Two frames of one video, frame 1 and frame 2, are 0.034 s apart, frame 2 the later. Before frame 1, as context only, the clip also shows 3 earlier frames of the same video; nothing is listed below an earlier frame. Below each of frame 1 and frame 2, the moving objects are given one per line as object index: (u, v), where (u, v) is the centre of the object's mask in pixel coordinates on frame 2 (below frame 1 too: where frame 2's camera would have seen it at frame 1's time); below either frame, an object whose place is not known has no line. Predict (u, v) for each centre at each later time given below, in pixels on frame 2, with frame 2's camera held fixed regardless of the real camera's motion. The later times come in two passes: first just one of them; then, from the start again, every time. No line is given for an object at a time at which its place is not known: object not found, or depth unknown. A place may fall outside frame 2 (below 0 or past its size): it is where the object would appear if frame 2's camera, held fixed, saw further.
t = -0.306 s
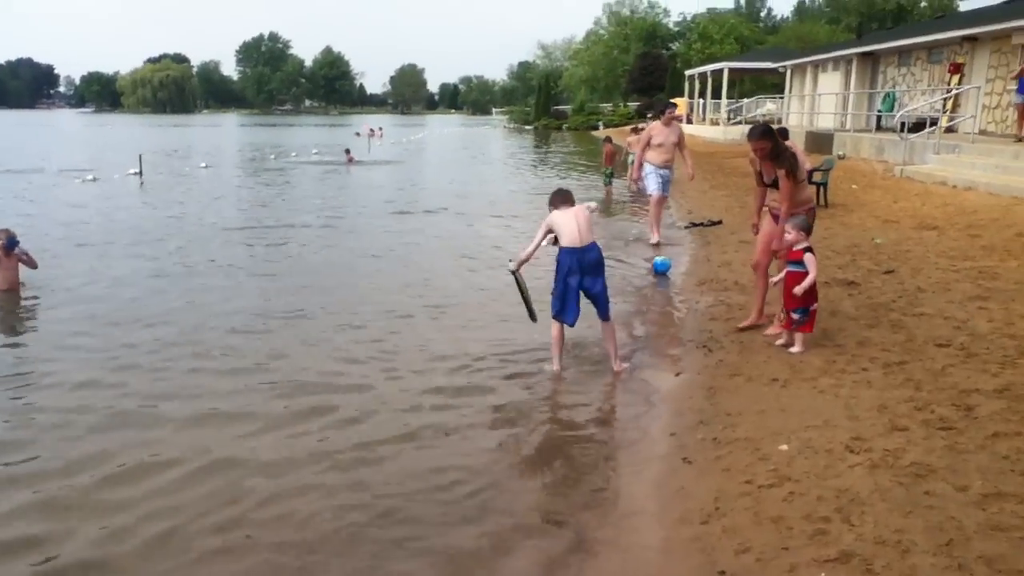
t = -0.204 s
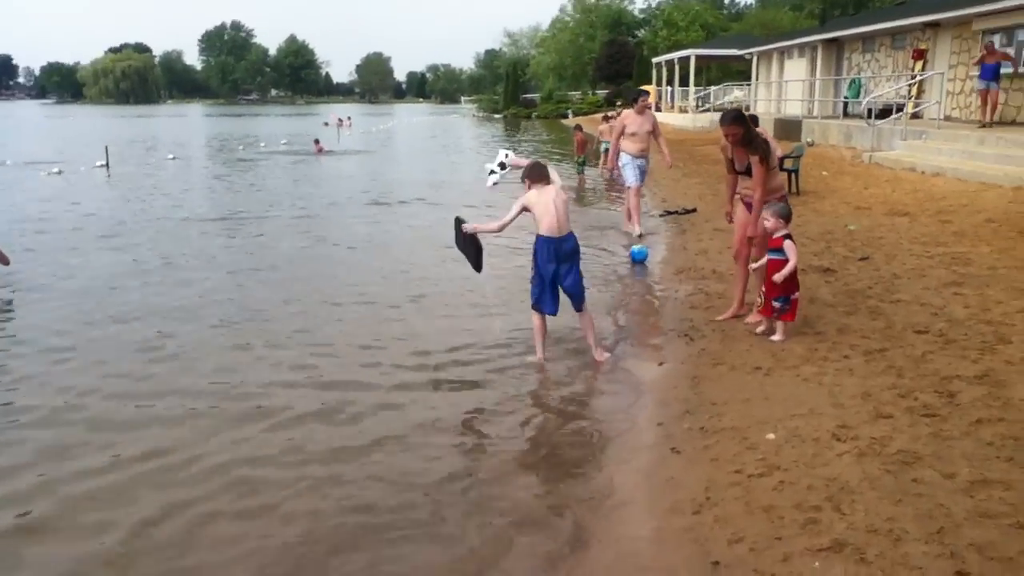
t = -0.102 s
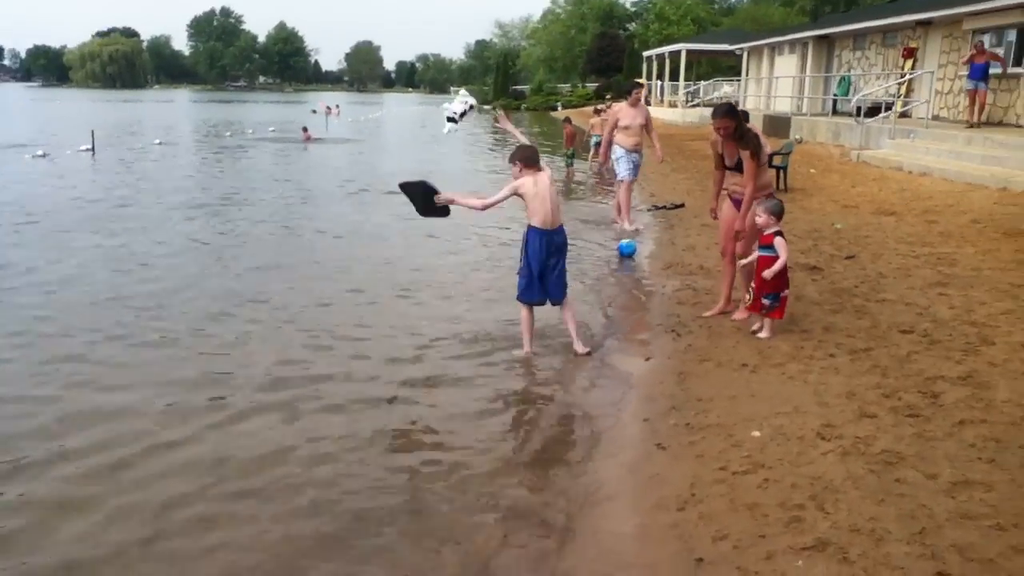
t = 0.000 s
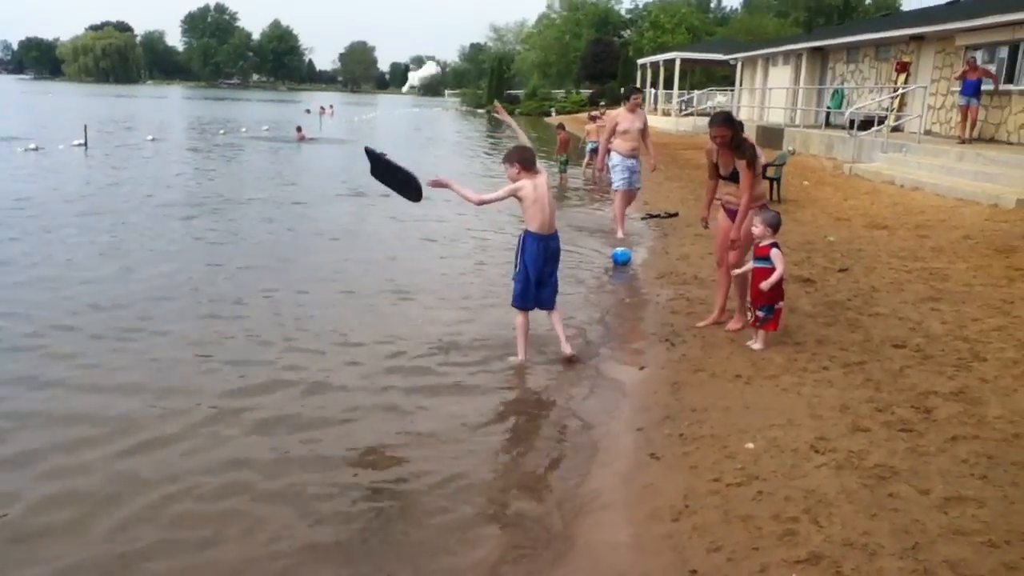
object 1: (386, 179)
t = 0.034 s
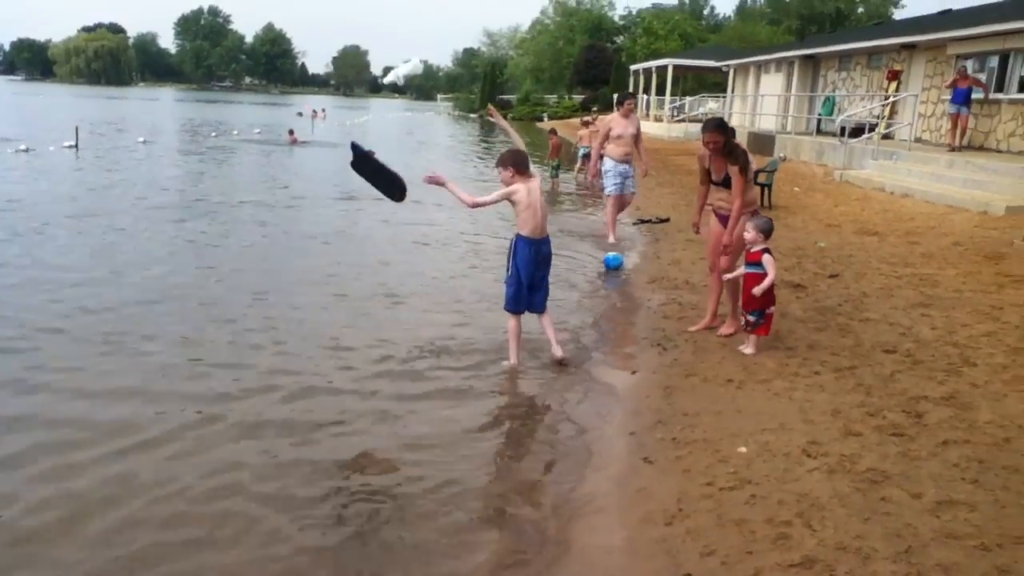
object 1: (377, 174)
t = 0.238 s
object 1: (324, 171)
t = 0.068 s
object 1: (368, 170)
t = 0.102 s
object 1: (359, 167)
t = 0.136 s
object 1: (351, 166)
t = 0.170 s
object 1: (342, 166)
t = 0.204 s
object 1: (333, 168)
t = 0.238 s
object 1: (324, 171)
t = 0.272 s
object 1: (315, 176)
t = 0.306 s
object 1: (308, 182)
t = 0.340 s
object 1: (300, 190)
